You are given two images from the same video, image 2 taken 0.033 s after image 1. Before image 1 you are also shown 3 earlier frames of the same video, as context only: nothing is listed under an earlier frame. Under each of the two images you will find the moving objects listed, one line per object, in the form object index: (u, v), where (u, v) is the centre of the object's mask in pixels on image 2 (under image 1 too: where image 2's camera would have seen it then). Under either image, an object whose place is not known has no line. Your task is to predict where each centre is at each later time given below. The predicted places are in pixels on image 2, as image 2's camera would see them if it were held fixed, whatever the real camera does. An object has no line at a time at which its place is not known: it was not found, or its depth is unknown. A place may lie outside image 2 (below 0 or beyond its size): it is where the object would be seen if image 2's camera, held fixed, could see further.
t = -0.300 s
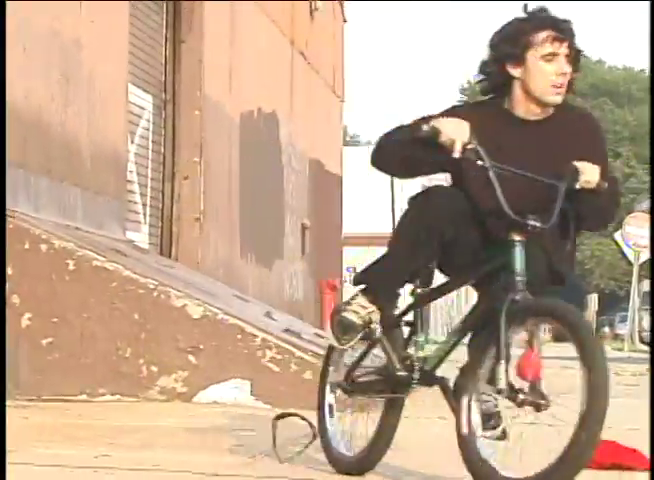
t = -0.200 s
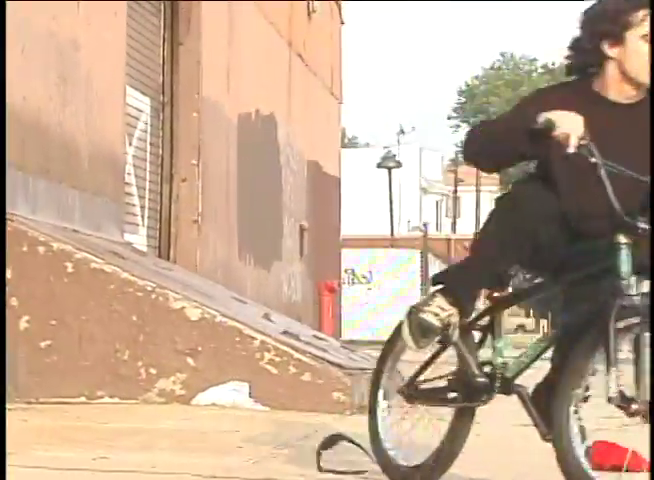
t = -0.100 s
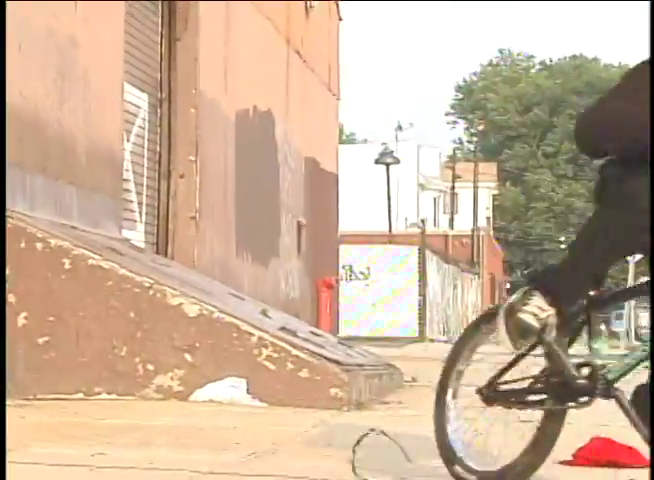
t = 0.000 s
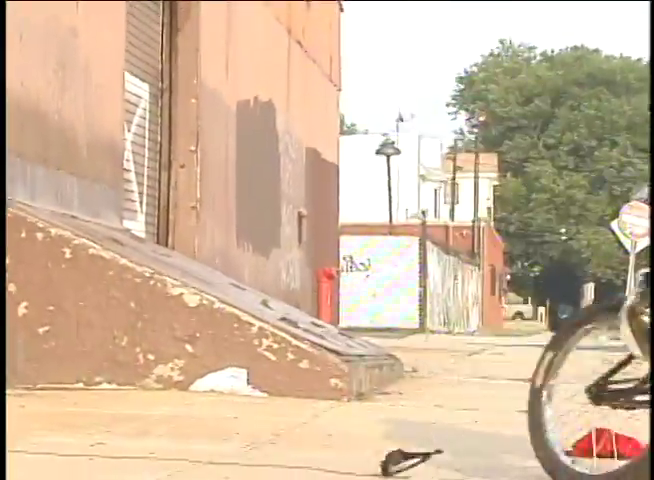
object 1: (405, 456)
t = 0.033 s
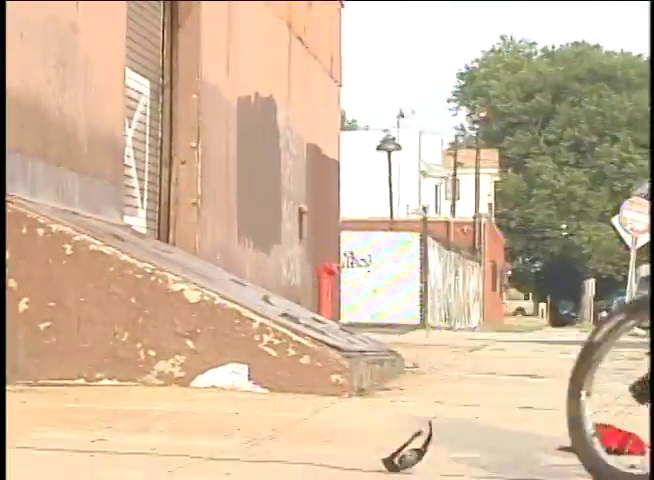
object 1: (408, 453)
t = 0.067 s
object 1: (416, 461)
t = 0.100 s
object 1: (396, 449)
